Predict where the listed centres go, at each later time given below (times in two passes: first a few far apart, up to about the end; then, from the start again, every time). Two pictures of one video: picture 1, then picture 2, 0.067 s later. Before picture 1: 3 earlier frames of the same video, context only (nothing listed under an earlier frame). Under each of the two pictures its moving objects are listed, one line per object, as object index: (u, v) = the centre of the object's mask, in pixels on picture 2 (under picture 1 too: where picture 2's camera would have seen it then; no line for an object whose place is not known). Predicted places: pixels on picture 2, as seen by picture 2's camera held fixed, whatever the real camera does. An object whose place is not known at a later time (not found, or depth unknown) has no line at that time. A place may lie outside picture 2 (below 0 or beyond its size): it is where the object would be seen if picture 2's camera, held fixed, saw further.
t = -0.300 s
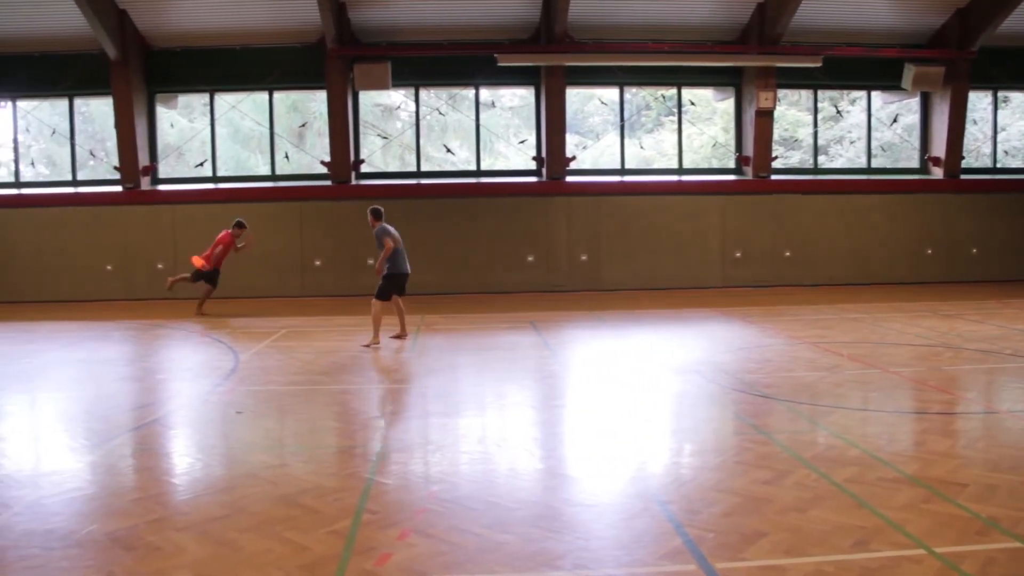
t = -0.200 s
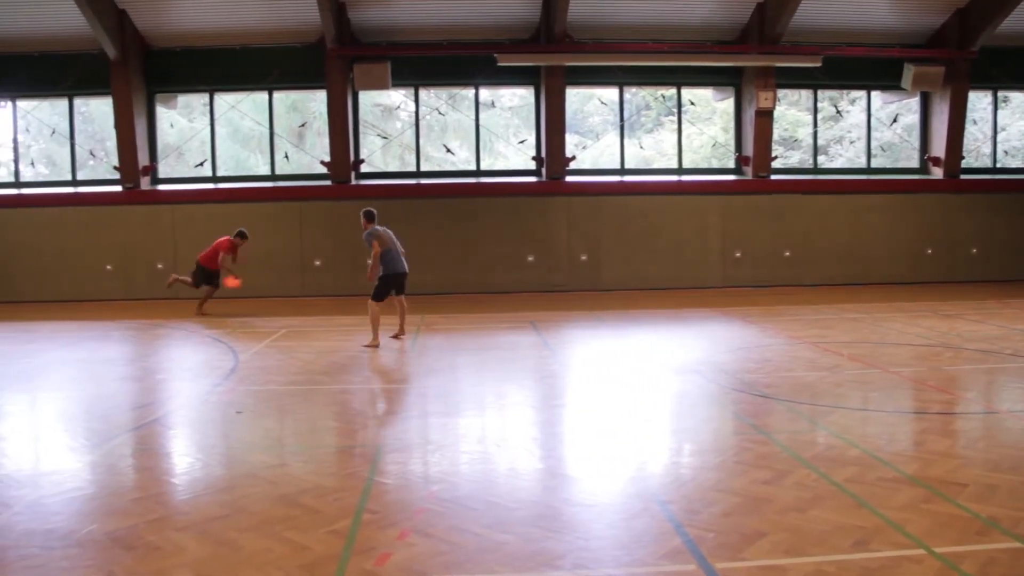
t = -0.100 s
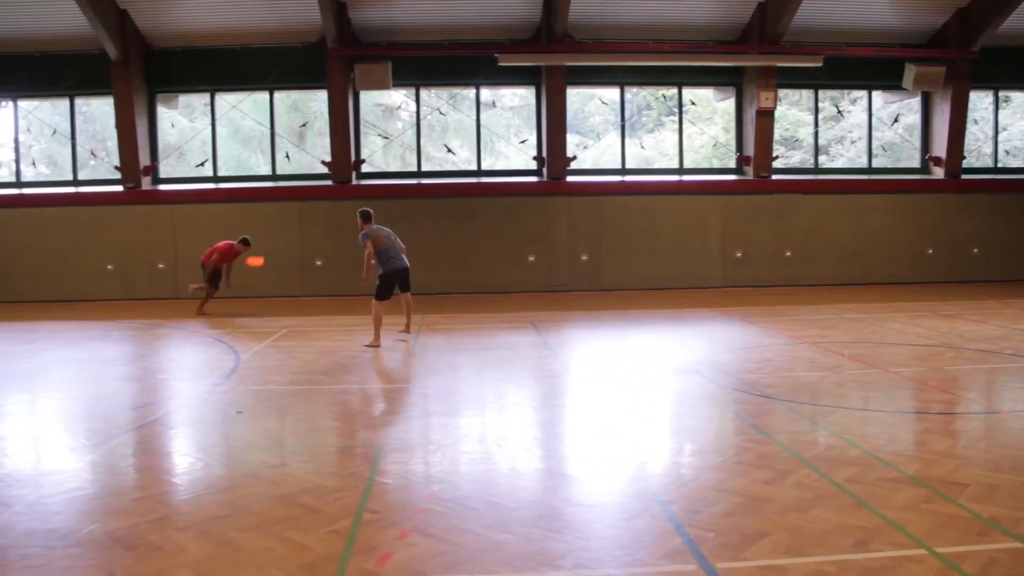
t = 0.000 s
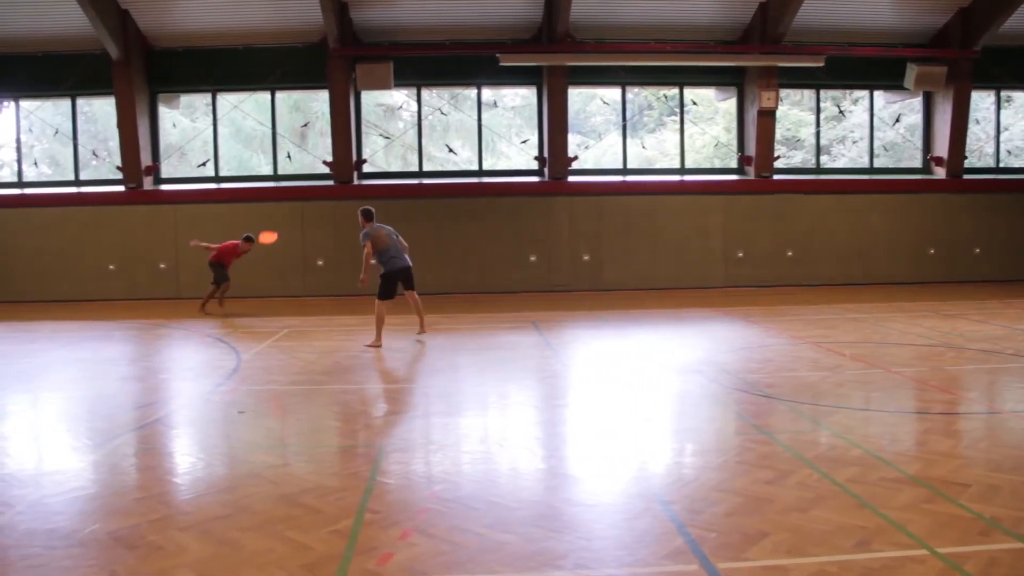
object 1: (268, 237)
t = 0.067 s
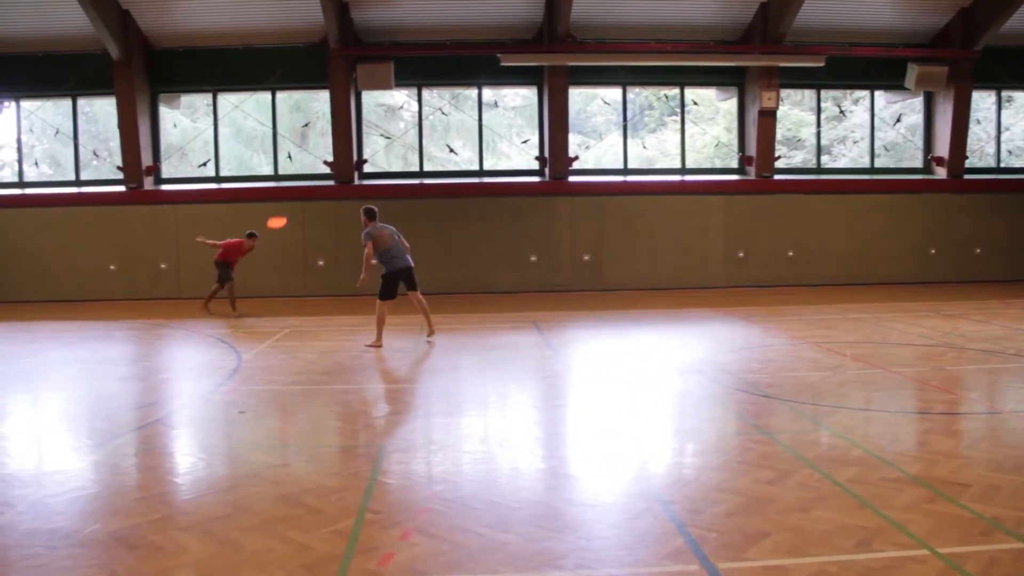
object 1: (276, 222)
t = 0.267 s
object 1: (304, 181)
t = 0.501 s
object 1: (340, 144)
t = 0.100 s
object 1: (281, 215)
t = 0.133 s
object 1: (285, 208)
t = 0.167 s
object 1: (289, 201)
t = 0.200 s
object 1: (294, 195)
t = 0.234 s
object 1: (299, 189)
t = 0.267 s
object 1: (304, 181)
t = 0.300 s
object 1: (308, 176)
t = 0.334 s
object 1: (313, 170)
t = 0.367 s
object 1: (319, 164)
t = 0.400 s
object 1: (324, 159)
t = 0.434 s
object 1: (330, 154)
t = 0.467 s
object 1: (335, 149)
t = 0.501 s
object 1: (340, 144)
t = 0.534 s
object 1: (345, 141)
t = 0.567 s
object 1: (350, 137)
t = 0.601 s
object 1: (356, 133)
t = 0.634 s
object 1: (362, 131)
